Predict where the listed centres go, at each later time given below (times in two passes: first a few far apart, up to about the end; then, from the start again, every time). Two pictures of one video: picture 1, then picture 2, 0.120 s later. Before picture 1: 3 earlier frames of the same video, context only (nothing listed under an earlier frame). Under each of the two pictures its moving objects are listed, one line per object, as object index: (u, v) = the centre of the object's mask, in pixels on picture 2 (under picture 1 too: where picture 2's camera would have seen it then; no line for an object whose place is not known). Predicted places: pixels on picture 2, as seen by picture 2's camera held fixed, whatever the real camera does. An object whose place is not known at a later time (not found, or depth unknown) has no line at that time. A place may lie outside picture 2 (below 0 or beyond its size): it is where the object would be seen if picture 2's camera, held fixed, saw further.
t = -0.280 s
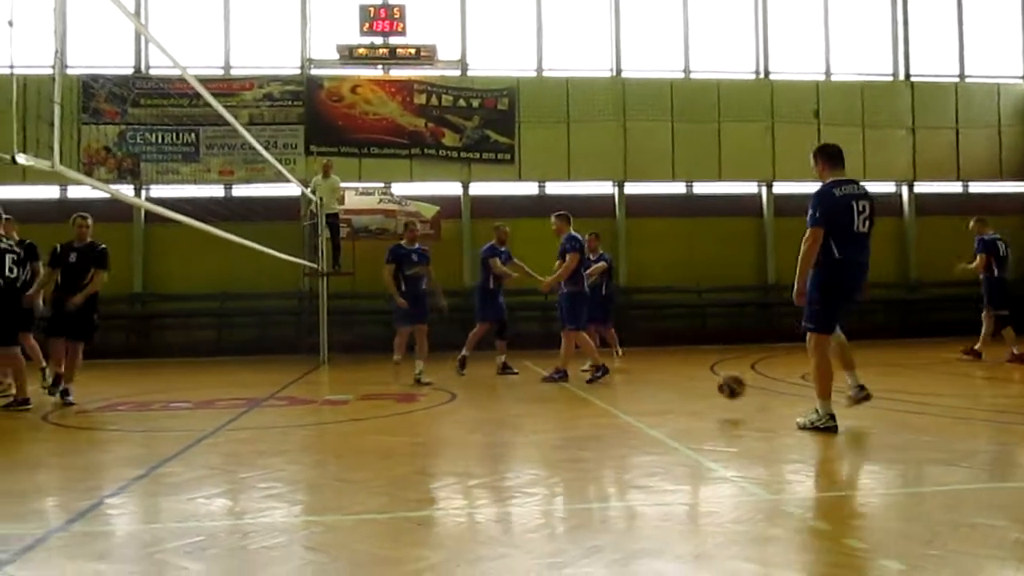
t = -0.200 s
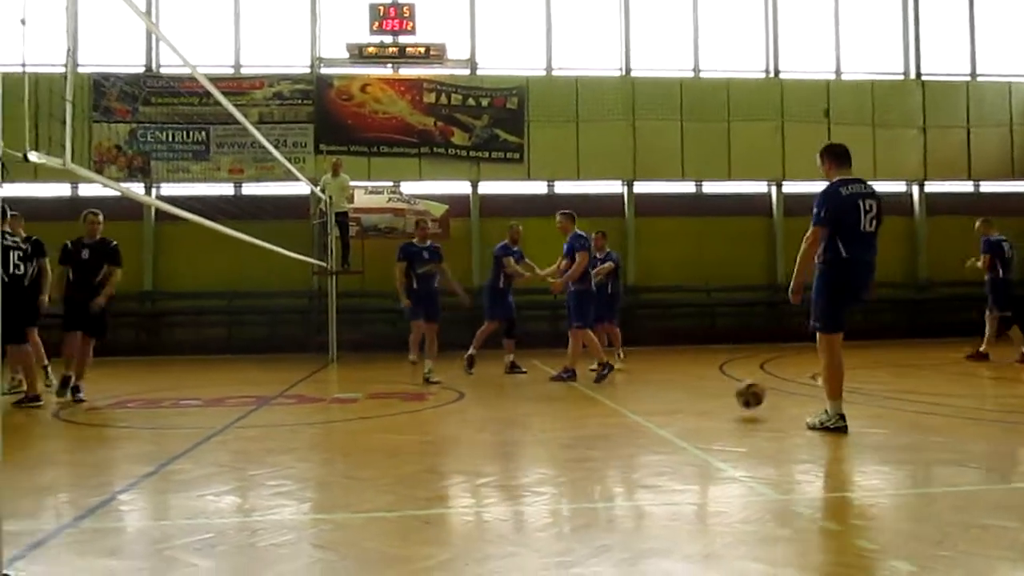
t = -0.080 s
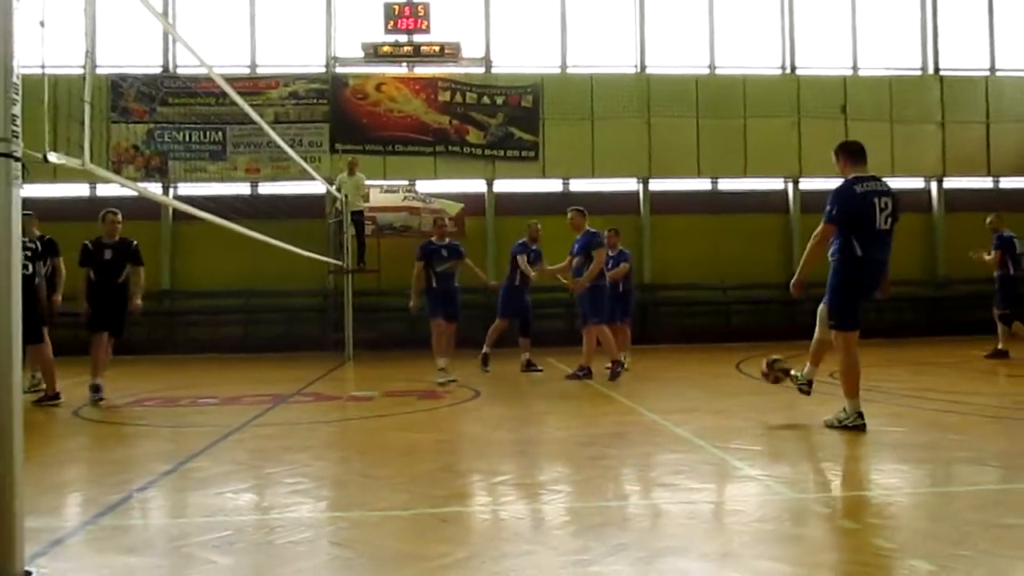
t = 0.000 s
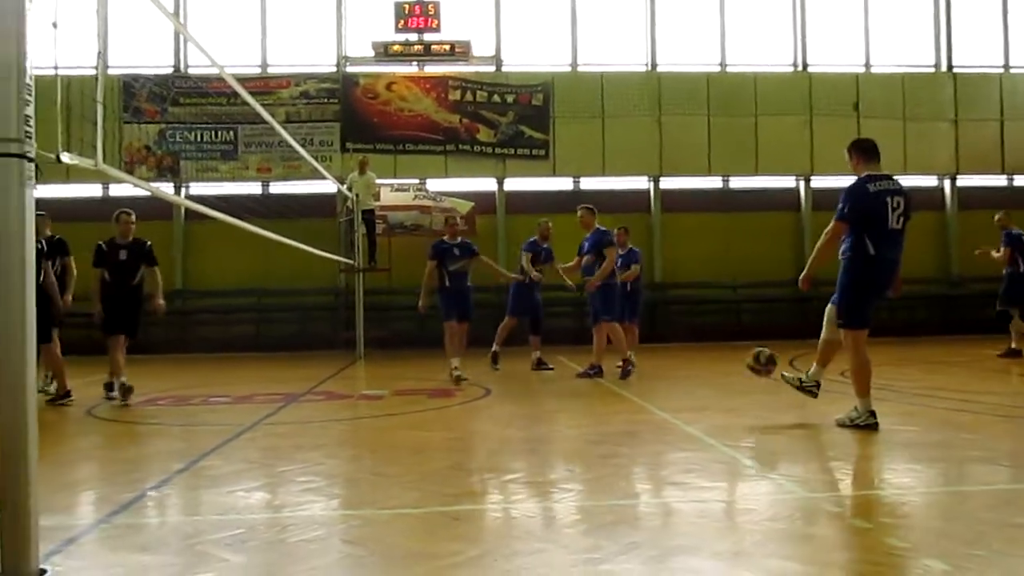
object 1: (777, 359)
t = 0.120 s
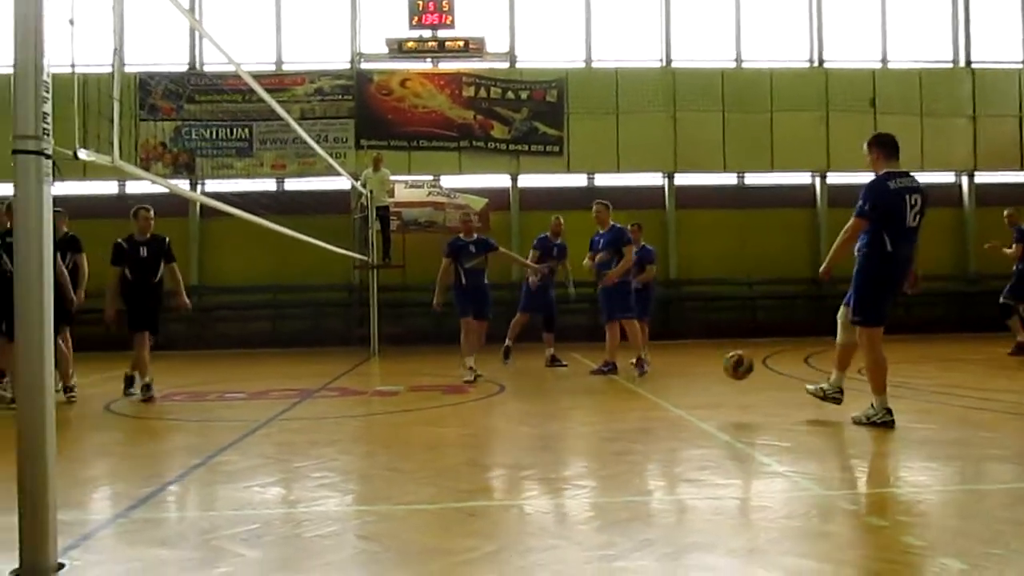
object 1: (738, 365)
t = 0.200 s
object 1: (713, 380)
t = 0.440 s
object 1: (673, 373)
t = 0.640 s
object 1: (652, 389)
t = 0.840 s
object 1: (630, 385)
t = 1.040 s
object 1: (608, 401)
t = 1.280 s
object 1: (581, 395)
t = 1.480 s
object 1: (559, 398)
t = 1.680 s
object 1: (536, 409)
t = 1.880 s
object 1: (513, 411)
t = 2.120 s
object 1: (487, 414)
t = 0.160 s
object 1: (725, 372)
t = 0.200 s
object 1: (713, 380)
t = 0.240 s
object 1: (700, 390)
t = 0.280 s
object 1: (690, 401)
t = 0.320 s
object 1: (685, 391)
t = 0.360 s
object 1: (681, 383)
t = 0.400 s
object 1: (677, 377)
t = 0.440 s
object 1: (673, 373)
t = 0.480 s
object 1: (669, 372)
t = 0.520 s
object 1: (665, 373)
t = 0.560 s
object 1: (663, 376)
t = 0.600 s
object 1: (657, 381)
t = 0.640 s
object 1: (652, 389)
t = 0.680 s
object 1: (649, 399)
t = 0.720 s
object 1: (645, 402)
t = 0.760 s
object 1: (640, 394)
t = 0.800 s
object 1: (635, 388)
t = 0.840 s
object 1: (630, 385)
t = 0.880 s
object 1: (626, 383)
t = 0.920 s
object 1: (622, 384)
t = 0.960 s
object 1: (617, 388)
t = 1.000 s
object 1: (613, 395)
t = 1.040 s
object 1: (608, 401)
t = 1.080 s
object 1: (603, 405)
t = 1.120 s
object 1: (599, 398)
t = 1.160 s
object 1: (594, 394)
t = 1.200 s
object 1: (590, 392)
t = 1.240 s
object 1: (586, 392)
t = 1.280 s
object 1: (581, 395)
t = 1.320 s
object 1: (577, 400)
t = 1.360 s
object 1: (573, 406)
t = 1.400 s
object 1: (568, 406)
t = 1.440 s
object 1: (563, 402)
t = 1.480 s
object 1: (559, 398)
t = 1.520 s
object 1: (554, 397)
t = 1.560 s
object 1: (550, 399)
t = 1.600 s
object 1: (545, 403)
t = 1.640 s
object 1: (540, 410)
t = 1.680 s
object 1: (536, 409)
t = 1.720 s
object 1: (531, 405)
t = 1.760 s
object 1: (527, 403)
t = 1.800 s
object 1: (522, 403)
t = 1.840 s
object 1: (518, 406)
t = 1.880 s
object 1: (513, 411)
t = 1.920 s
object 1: (509, 411)
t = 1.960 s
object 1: (504, 407)
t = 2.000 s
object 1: (500, 406)
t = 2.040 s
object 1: (495, 408)
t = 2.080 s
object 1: (491, 411)
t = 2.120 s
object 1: (487, 414)
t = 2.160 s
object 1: (482, 412)
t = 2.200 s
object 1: (478, 411)
